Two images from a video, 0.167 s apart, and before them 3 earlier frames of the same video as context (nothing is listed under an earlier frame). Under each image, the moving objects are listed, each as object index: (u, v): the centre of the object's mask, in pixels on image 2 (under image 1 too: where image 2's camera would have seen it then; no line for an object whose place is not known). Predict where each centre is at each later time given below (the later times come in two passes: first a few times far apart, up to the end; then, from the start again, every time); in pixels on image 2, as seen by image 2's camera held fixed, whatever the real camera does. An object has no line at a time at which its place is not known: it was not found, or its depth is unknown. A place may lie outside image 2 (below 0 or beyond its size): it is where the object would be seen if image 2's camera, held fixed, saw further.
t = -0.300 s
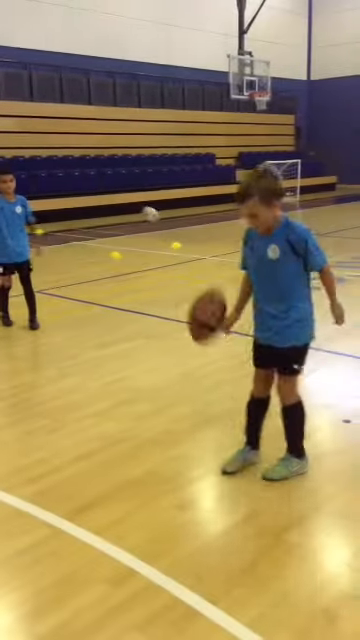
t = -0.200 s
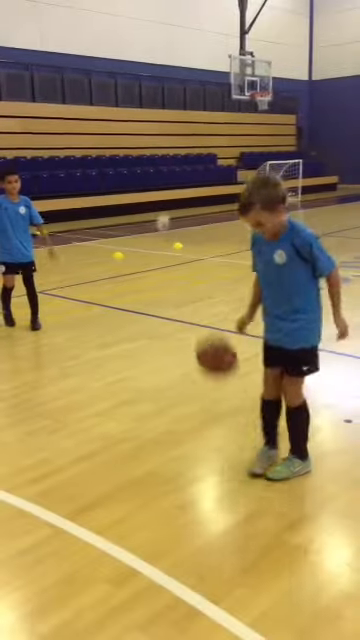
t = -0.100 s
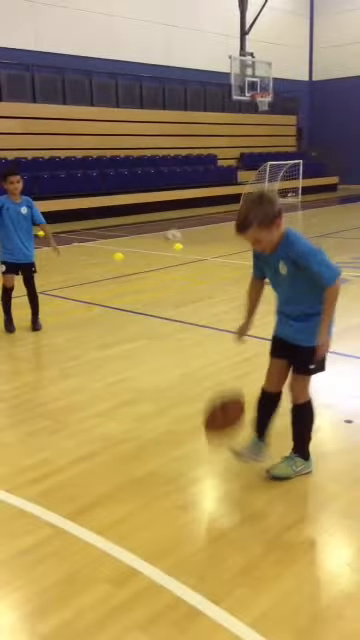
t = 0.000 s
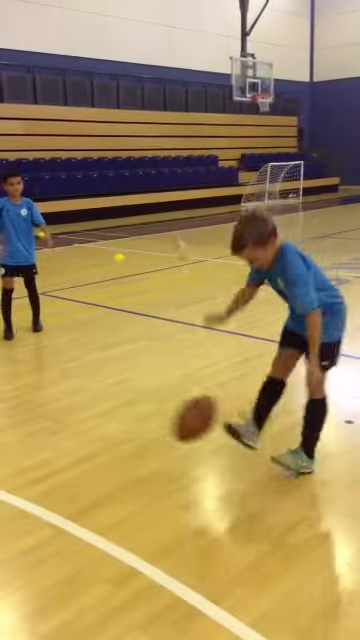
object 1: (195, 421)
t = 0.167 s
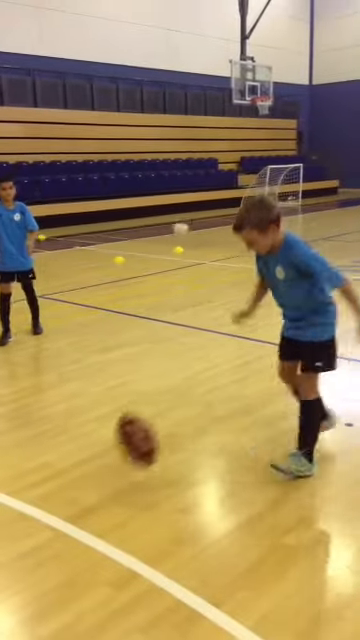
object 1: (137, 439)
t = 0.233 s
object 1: (116, 464)
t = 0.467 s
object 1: (81, 436)
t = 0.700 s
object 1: (69, 417)
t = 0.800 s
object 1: (69, 422)
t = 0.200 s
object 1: (127, 449)
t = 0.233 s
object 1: (116, 464)
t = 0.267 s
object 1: (109, 457)
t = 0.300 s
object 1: (103, 447)
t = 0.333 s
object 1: (99, 441)
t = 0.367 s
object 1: (94, 437)
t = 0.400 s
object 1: (89, 434)
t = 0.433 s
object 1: (85, 434)
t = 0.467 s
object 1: (81, 436)
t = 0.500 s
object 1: (76, 440)
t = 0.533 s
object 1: (73, 445)
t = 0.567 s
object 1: (71, 437)
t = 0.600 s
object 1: (71, 429)
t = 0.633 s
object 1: (70, 423)
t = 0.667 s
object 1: (70, 419)
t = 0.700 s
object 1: (69, 417)
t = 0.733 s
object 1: (69, 417)
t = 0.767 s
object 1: (69, 418)
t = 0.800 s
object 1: (69, 422)
